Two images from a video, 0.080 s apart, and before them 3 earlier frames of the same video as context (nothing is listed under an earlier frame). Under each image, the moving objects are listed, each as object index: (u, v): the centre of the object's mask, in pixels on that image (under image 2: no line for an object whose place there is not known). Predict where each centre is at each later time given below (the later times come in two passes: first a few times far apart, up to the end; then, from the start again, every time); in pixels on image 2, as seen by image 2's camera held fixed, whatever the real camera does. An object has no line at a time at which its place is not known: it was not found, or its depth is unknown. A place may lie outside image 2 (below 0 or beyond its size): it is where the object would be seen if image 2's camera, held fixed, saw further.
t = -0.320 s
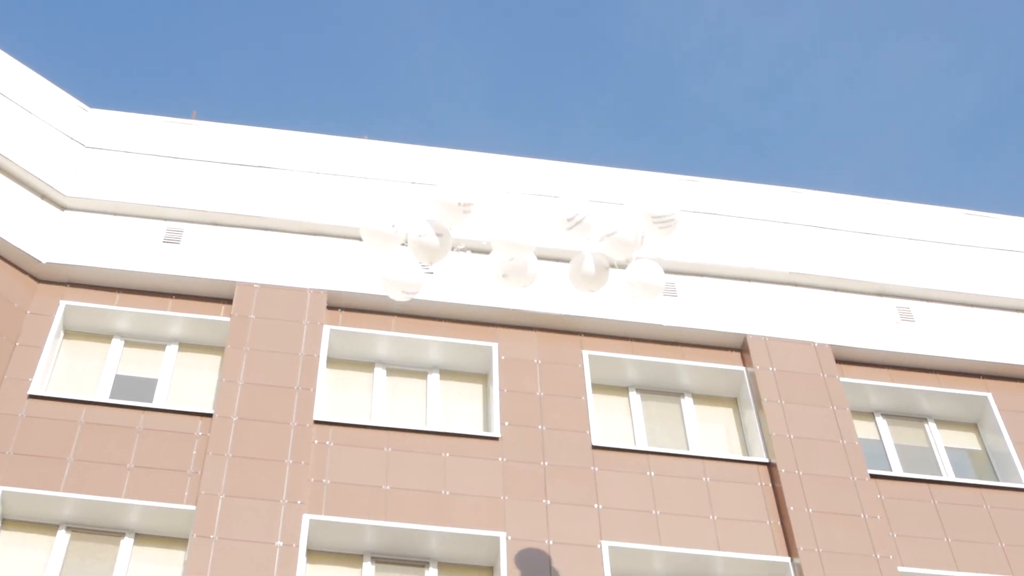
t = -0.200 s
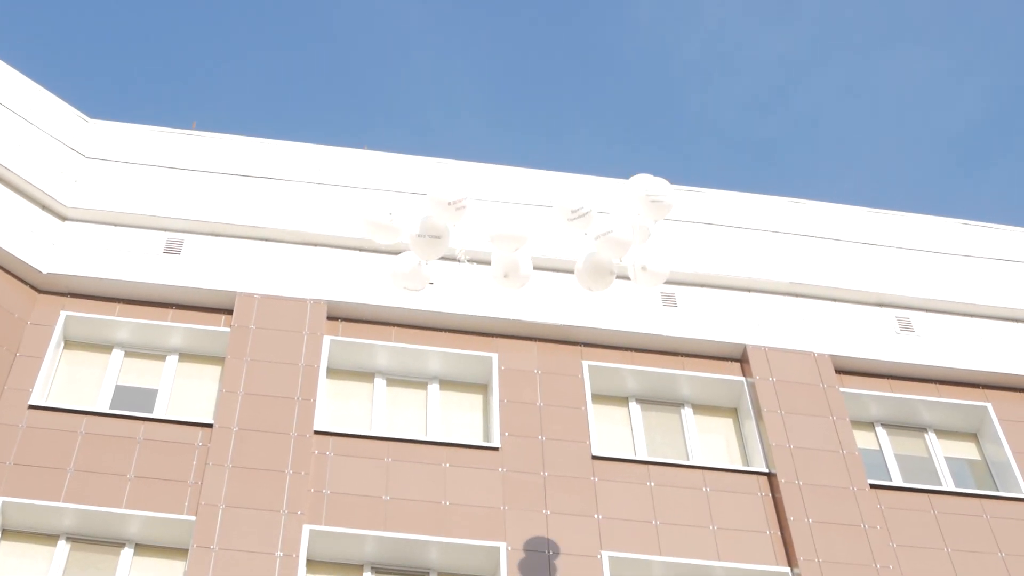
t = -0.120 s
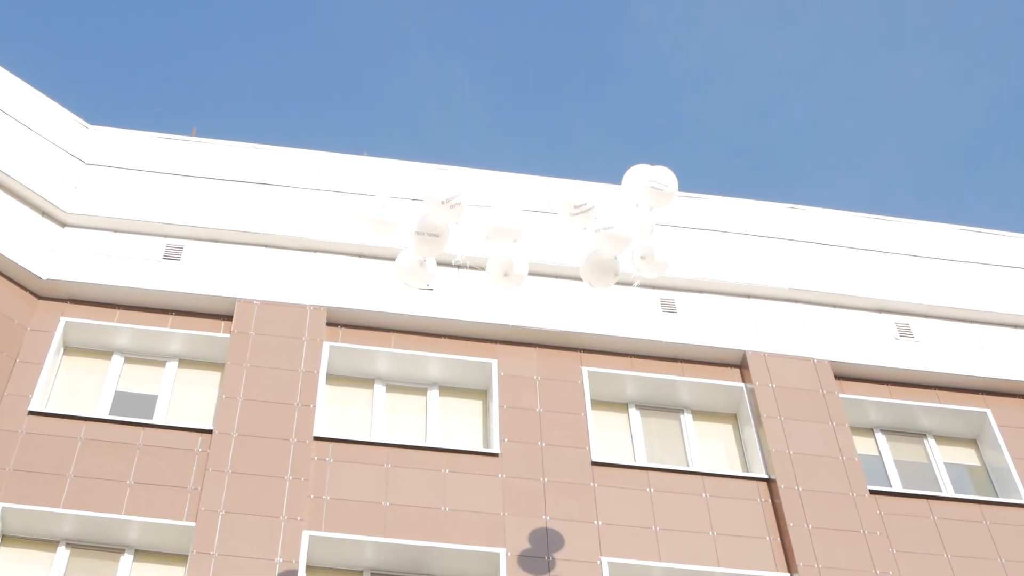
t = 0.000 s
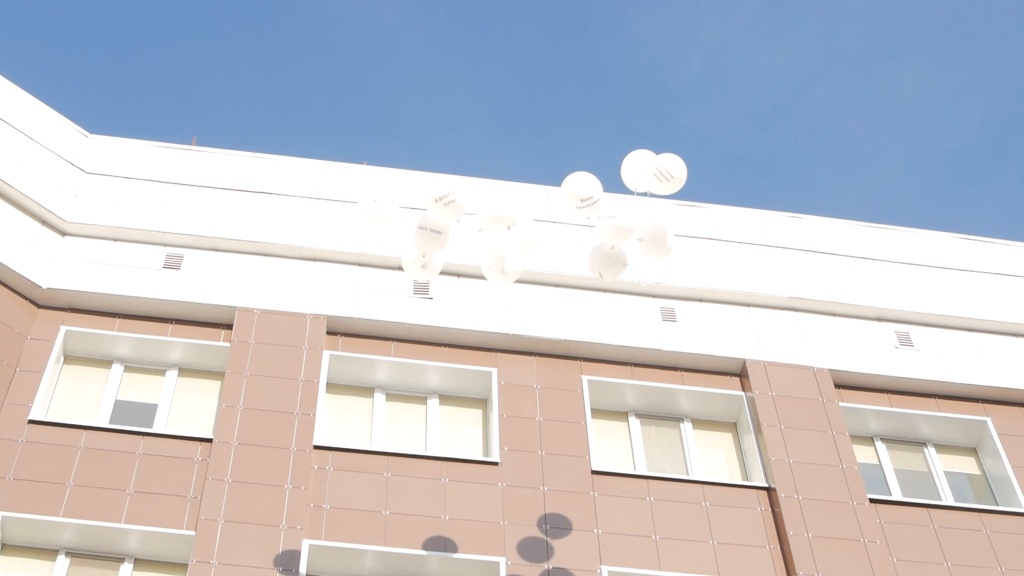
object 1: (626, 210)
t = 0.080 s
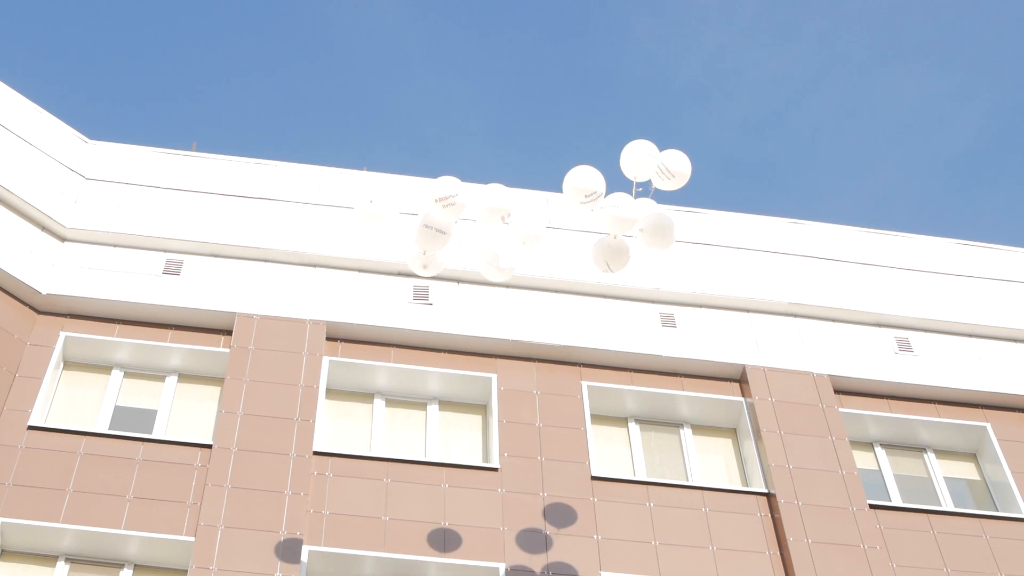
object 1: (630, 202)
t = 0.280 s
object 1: (637, 170)
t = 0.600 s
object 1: (653, 137)
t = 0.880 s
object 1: (673, 120)
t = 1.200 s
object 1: (685, 100)
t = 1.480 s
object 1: (694, 72)
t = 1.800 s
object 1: (702, 44)
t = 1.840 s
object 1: (702, 41)
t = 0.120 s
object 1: (631, 195)
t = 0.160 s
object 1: (633, 188)
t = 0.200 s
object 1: (625, 186)
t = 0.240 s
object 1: (626, 179)
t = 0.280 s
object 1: (637, 170)
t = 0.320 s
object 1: (638, 164)
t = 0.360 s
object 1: (640, 159)
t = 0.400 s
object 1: (642, 154)
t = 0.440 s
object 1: (644, 150)
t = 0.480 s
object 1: (647, 146)
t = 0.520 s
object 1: (649, 143)
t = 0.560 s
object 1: (651, 140)
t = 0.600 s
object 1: (653, 137)
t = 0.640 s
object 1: (656, 134)
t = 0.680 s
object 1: (659, 131)
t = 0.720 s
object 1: (662, 129)
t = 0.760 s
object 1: (665, 127)
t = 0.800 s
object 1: (668, 124)
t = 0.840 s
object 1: (671, 122)
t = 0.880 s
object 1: (673, 120)
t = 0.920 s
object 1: (675, 119)
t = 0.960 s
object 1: (676, 117)
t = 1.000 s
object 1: (678, 115)
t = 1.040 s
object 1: (679, 112)
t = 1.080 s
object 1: (681, 109)
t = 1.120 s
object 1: (682, 106)
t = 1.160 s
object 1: (684, 103)
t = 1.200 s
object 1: (685, 100)
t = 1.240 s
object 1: (686, 96)
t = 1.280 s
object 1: (687, 92)
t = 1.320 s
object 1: (688, 88)
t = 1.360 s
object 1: (690, 84)
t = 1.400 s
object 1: (692, 80)
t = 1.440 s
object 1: (693, 76)
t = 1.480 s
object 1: (694, 72)
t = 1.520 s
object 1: (696, 68)
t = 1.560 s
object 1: (697, 65)
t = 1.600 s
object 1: (698, 61)
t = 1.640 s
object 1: (699, 58)
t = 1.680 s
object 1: (700, 54)
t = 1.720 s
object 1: (701, 51)
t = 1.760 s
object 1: (702, 47)
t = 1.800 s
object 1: (702, 44)
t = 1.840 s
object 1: (702, 41)
